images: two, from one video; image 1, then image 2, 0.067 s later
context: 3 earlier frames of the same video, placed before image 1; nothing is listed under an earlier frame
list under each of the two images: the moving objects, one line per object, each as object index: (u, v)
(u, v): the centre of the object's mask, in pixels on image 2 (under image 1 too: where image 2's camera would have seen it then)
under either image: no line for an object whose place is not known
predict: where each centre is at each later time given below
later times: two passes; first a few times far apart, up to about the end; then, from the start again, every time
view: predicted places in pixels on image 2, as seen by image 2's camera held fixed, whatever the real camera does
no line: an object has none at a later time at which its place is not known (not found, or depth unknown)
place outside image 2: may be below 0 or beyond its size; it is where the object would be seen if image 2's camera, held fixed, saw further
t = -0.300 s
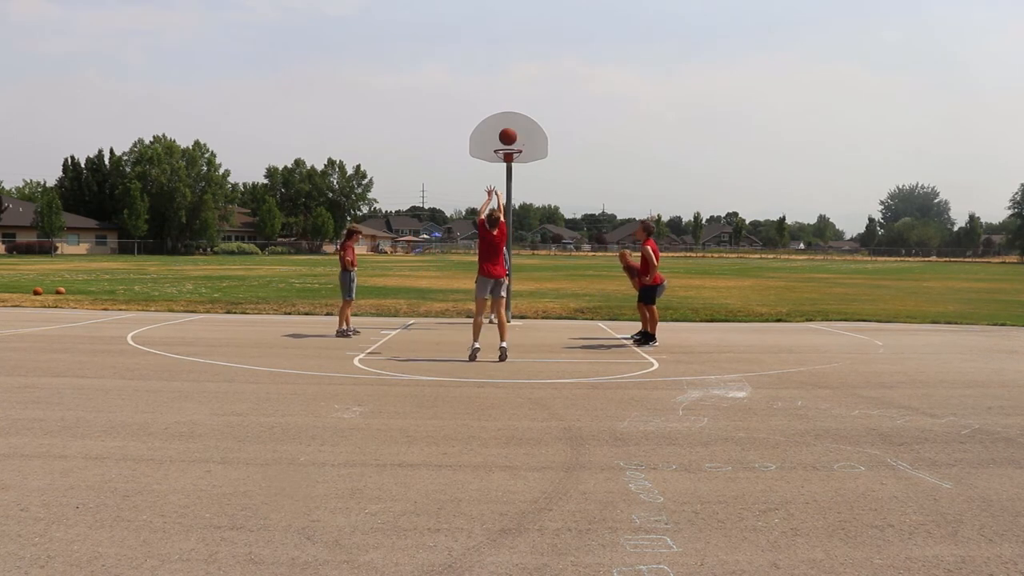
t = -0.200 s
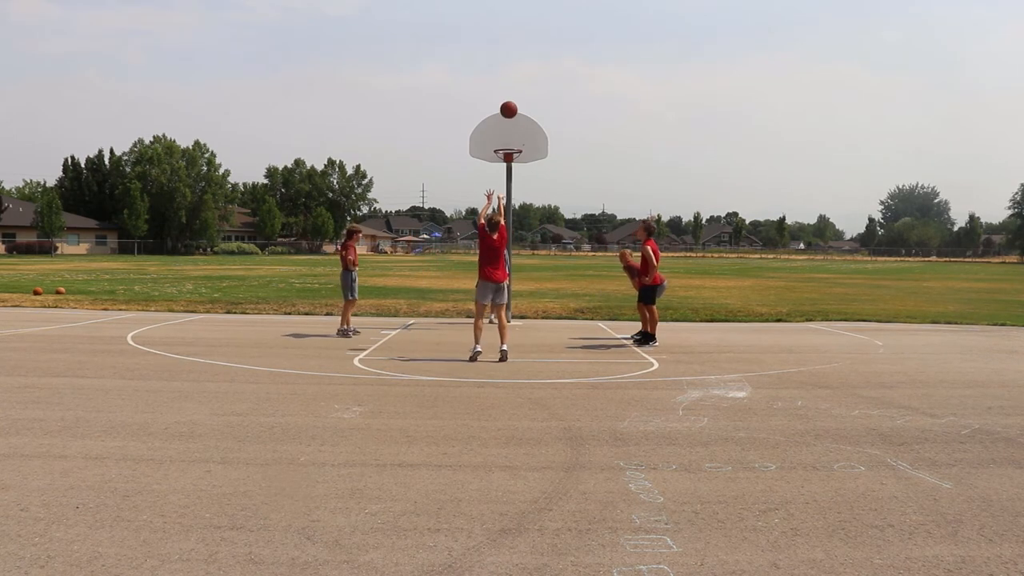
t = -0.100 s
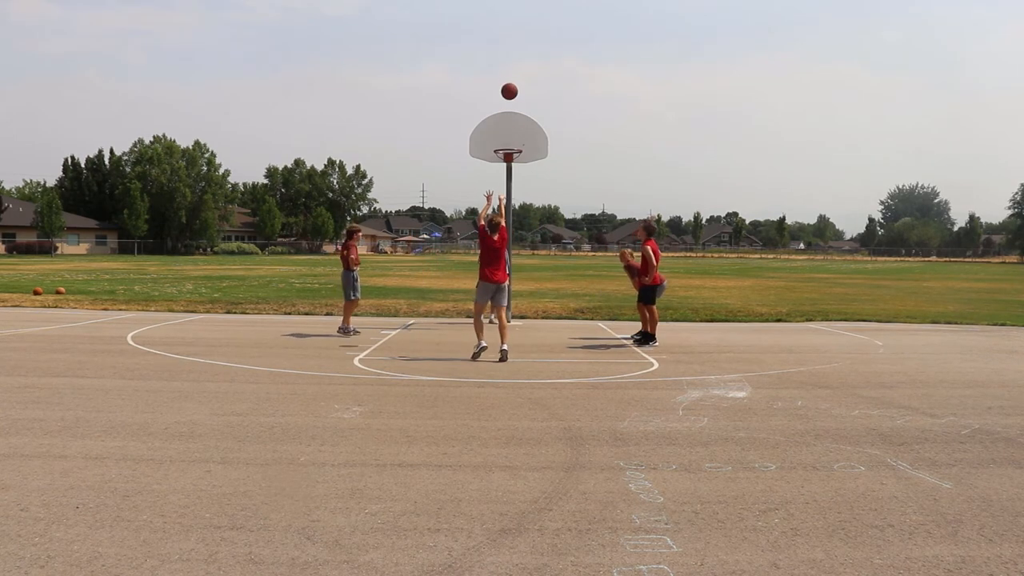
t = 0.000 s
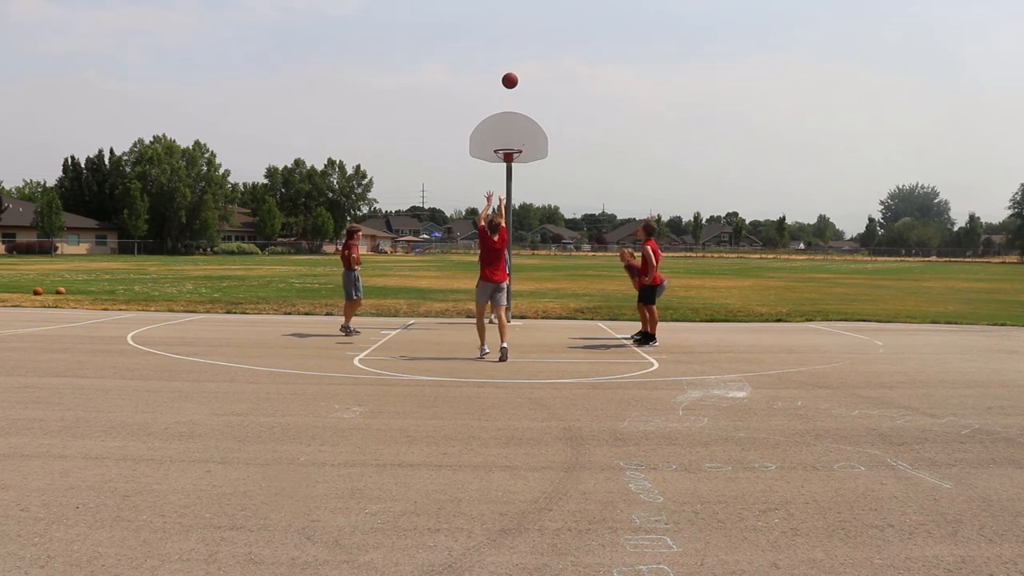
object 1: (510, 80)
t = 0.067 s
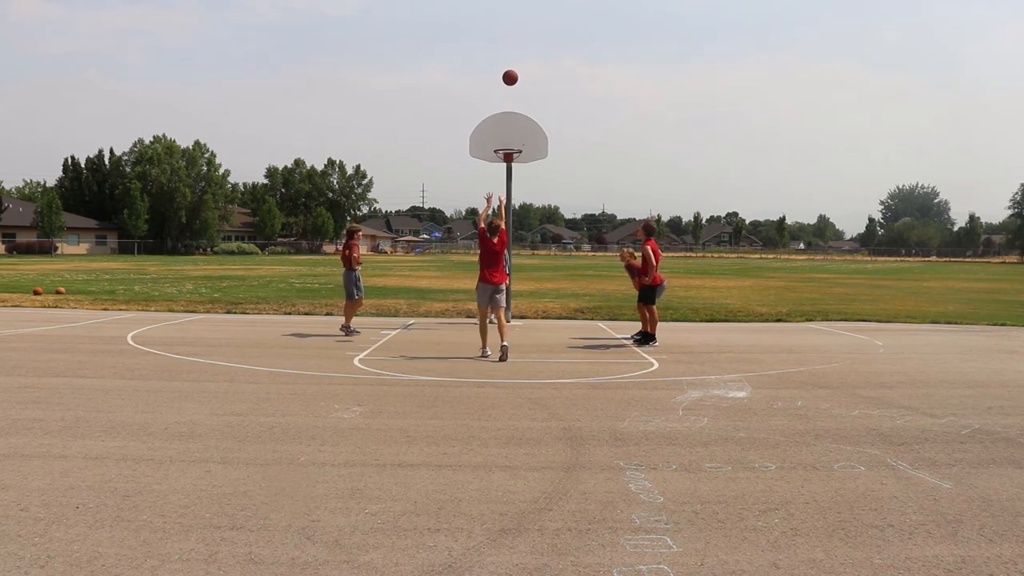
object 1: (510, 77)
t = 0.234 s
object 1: (510, 82)
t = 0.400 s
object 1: (510, 102)
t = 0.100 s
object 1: (510, 76)
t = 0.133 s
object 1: (510, 77)
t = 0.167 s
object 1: (510, 78)
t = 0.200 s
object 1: (510, 80)
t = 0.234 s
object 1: (510, 82)
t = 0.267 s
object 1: (510, 85)
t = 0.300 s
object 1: (510, 88)
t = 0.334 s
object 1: (510, 92)
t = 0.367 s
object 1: (510, 97)
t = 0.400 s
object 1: (510, 102)
